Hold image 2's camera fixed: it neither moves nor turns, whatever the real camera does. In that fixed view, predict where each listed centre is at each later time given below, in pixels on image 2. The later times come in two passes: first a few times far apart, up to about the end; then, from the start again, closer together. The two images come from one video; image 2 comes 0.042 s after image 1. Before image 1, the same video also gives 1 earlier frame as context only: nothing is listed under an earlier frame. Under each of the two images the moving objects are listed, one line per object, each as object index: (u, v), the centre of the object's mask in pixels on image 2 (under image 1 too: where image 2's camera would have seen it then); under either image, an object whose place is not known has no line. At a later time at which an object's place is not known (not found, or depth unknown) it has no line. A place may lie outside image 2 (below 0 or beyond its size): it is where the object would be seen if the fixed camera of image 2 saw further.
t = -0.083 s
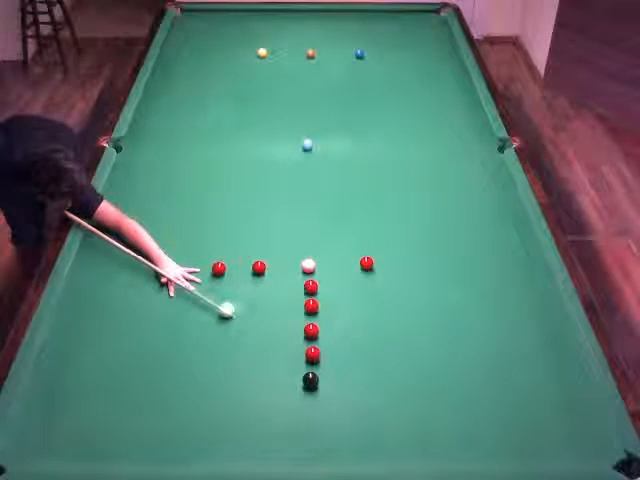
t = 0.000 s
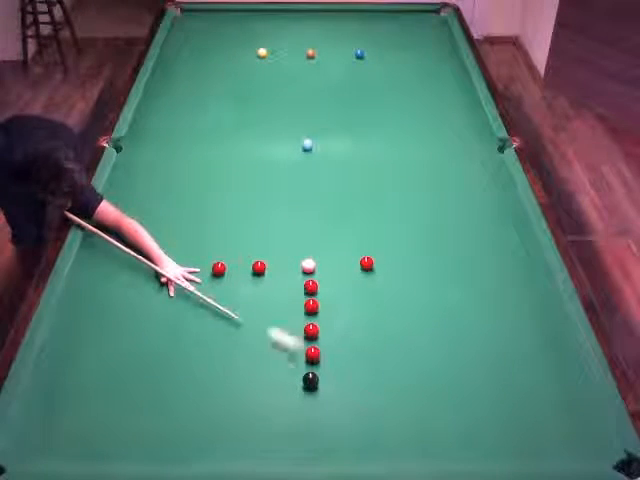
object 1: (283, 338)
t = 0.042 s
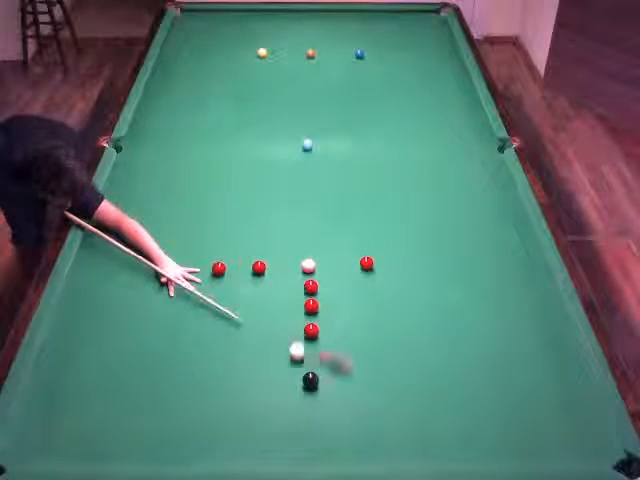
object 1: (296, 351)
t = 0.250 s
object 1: (287, 372)
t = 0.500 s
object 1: (276, 396)
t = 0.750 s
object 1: (264, 420)
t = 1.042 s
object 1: (251, 448)
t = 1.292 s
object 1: (238, 458)
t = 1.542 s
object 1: (223, 444)
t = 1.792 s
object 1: (209, 430)
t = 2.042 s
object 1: (198, 419)
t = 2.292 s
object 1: (188, 410)
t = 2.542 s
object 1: (180, 402)
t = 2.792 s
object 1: (173, 395)
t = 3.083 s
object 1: (166, 389)
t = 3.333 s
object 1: (162, 386)
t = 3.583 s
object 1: (158, 383)
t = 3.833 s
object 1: (157, 382)
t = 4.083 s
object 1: (157, 382)
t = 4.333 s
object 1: (157, 382)
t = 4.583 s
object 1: (157, 382)
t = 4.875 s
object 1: (157, 383)
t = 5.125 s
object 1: (157, 382)
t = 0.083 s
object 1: (296, 356)
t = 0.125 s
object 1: (294, 360)
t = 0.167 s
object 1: (291, 365)
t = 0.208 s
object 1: (289, 368)
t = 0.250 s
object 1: (287, 372)
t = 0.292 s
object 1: (286, 375)
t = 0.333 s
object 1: (284, 379)
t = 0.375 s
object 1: (280, 385)
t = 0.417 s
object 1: (280, 387)
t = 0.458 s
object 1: (278, 392)
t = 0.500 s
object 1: (276, 396)
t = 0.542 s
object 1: (274, 400)
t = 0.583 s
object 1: (272, 404)
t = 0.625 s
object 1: (270, 408)
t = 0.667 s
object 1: (268, 412)
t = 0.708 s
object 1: (266, 416)
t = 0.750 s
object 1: (264, 420)
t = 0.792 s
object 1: (262, 424)
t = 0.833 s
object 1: (261, 428)
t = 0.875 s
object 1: (258, 432)
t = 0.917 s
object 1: (256, 435)
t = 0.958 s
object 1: (255, 440)
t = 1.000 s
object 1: (253, 443)
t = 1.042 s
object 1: (251, 448)
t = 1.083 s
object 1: (249, 452)
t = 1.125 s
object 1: (247, 456)
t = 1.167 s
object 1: (245, 458)
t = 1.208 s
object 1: (243, 461)
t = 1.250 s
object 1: (241, 459)
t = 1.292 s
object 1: (238, 458)
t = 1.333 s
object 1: (235, 456)
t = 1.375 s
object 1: (232, 454)
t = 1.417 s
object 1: (230, 451)
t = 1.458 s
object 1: (228, 448)
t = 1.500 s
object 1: (225, 446)
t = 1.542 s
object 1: (223, 444)
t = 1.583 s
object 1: (220, 442)
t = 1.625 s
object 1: (218, 439)
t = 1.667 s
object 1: (216, 437)
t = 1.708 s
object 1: (214, 435)
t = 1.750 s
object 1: (212, 433)
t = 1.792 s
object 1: (209, 430)
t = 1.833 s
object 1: (207, 428)
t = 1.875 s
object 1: (205, 427)
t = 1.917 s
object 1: (203, 425)
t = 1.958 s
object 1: (201, 423)
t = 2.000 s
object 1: (200, 421)
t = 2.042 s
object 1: (198, 419)
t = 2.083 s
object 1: (196, 418)
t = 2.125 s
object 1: (194, 416)
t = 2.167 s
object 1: (192, 414)
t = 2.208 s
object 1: (191, 413)
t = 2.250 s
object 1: (189, 411)
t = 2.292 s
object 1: (188, 410)
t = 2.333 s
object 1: (186, 409)
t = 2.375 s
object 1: (185, 407)
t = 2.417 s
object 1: (183, 406)
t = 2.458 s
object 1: (182, 404)
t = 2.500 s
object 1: (181, 403)
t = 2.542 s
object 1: (180, 402)
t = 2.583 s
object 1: (178, 401)
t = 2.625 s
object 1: (177, 399)
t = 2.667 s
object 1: (176, 398)
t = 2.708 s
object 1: (175, 397)
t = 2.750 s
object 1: (174, 396)
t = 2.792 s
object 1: (173, 395)
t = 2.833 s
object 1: (172, 394)
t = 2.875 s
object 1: (171, 393)
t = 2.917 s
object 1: (169, 393)
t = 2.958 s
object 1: (168, 392)
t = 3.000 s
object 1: (167, 391)
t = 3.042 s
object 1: (166, 390)
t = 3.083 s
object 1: (166, 389)
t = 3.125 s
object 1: (165, 389)
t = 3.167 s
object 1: (164, 388)
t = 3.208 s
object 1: (163, 387)
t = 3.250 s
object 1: (163, 387)
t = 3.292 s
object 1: (162, 386)
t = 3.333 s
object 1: (162, 386)
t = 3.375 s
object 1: (161, 385)
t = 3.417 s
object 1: (160, 385)
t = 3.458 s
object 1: (160, 384)
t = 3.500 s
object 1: (159, 384)
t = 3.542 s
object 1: (159, 383)
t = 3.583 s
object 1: (158, 383)
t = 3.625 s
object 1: (158, 383)
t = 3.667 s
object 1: (157, 383)
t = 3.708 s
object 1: (157, 383)
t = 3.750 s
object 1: (157, 383)
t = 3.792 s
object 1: (157, 382)
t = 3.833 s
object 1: (157, 382)
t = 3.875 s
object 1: (157, 382)
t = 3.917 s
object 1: (157, 382)
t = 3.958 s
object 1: (157, 382)
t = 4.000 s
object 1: (157, 382)
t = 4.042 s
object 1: (157, 382)
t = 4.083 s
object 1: (157, 382)
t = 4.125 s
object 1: (157, 382)
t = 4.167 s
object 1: (157, 382)
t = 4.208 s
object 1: (157, 382)
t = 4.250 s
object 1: (157, 382)
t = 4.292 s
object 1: (157, 382)
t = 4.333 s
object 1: (157, 382)
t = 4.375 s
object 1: (157, 382)
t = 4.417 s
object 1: (157, 382)
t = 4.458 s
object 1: (157, 383)
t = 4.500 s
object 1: (157, 383)
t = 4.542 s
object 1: (157, 383)
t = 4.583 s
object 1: (157, 382)
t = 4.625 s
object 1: (157, 383)
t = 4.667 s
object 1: (157, 383)
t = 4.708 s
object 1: (157, 383)
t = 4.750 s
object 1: (157, 383)
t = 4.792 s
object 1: (157, 382)
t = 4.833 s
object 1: (157, 382)
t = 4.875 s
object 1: (157, 383)
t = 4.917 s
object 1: (157, 382)
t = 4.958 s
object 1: (157, 383)
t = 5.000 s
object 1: (157, 383)
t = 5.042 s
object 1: (157, 383)
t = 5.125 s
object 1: (157, 382)
